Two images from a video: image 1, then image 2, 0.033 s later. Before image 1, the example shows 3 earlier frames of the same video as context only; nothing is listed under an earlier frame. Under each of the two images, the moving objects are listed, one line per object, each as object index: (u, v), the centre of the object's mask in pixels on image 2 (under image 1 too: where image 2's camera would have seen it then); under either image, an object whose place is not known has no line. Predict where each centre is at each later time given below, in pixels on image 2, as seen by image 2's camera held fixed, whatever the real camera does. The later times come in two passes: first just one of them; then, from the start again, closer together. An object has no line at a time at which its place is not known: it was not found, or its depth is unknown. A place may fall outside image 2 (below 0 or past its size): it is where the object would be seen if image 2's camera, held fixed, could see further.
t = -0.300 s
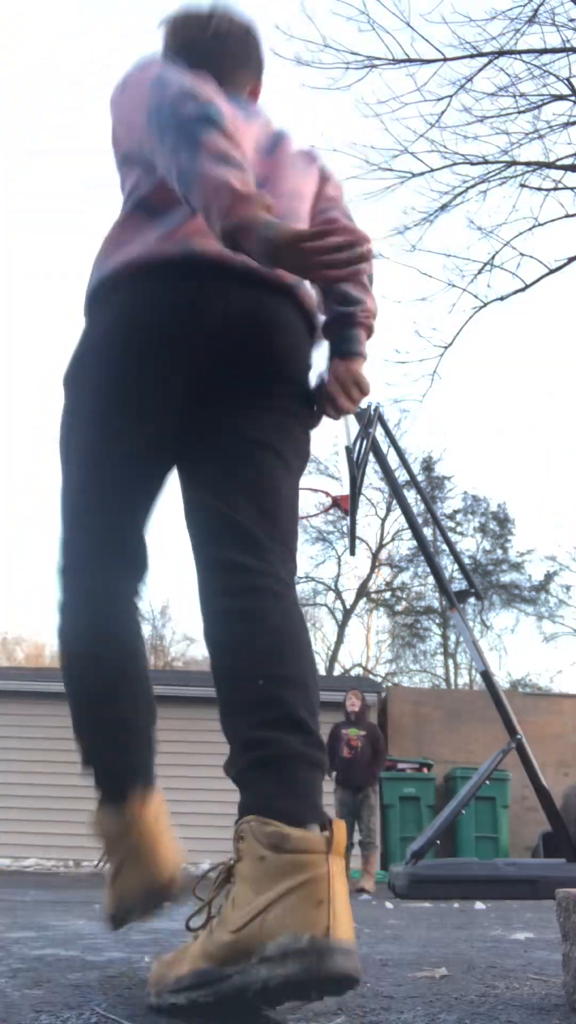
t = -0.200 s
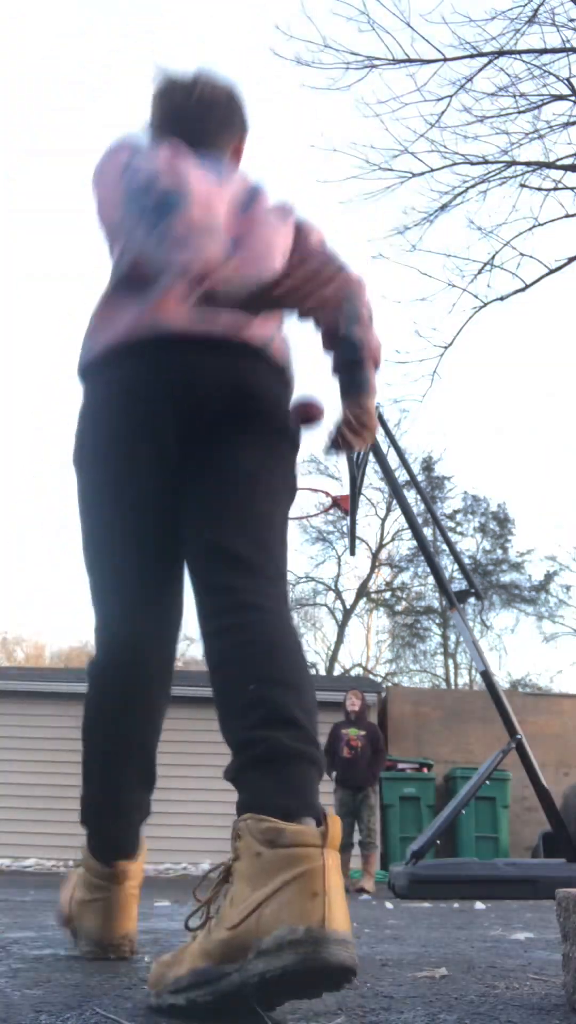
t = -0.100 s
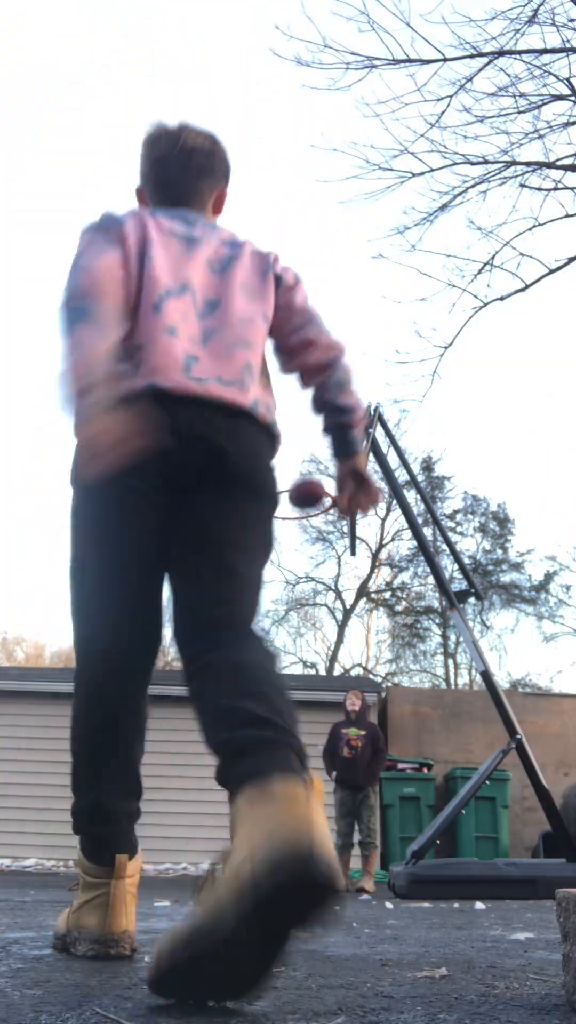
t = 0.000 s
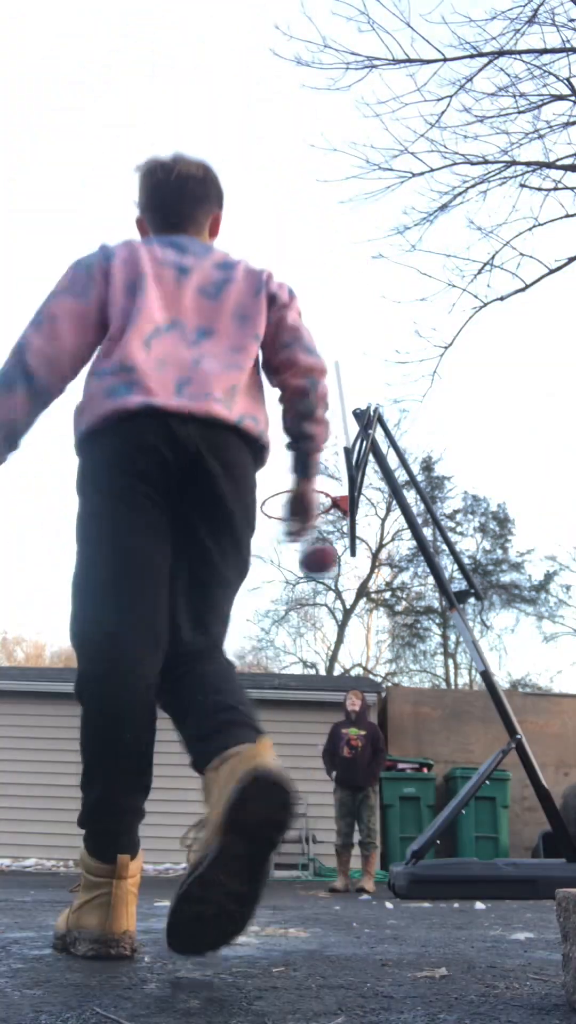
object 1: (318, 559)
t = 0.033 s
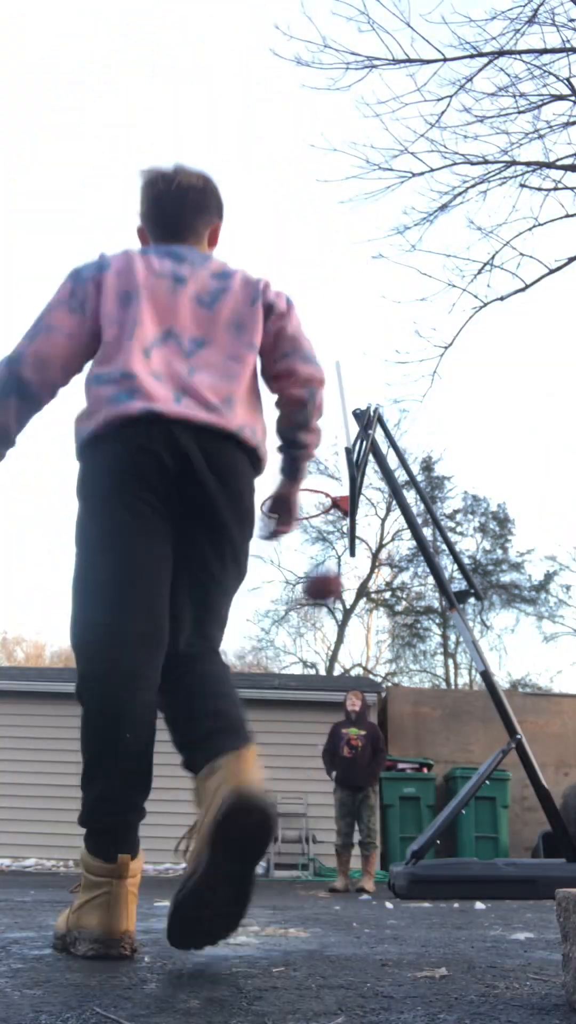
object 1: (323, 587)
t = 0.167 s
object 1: (344, 742)
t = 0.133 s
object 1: (337, 695)
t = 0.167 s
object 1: (344, 742)
